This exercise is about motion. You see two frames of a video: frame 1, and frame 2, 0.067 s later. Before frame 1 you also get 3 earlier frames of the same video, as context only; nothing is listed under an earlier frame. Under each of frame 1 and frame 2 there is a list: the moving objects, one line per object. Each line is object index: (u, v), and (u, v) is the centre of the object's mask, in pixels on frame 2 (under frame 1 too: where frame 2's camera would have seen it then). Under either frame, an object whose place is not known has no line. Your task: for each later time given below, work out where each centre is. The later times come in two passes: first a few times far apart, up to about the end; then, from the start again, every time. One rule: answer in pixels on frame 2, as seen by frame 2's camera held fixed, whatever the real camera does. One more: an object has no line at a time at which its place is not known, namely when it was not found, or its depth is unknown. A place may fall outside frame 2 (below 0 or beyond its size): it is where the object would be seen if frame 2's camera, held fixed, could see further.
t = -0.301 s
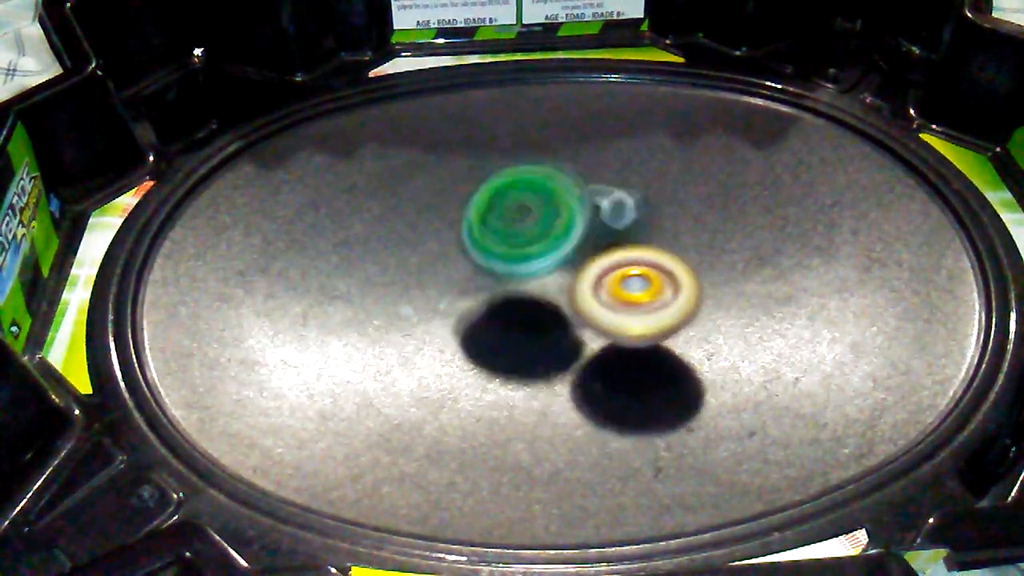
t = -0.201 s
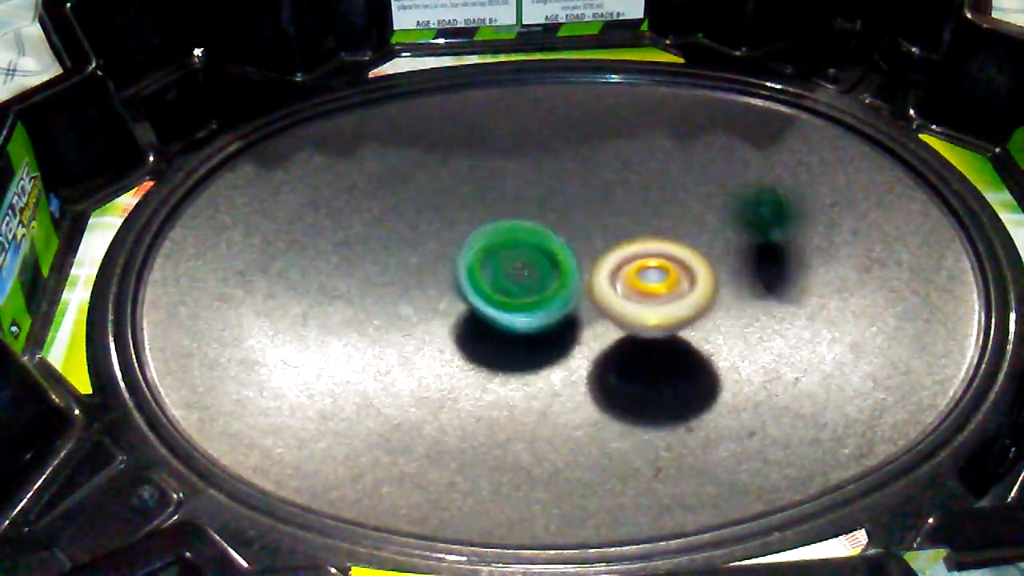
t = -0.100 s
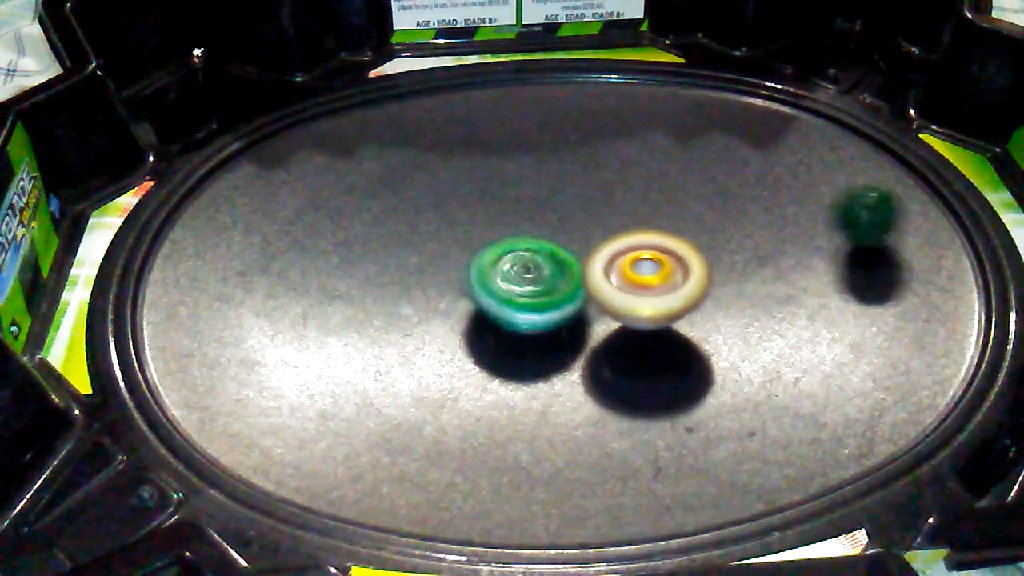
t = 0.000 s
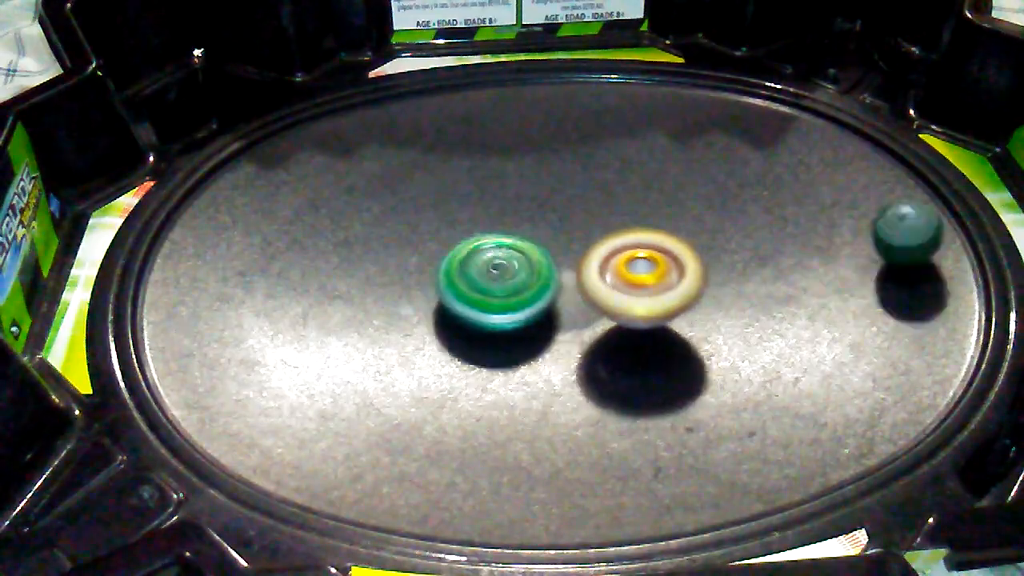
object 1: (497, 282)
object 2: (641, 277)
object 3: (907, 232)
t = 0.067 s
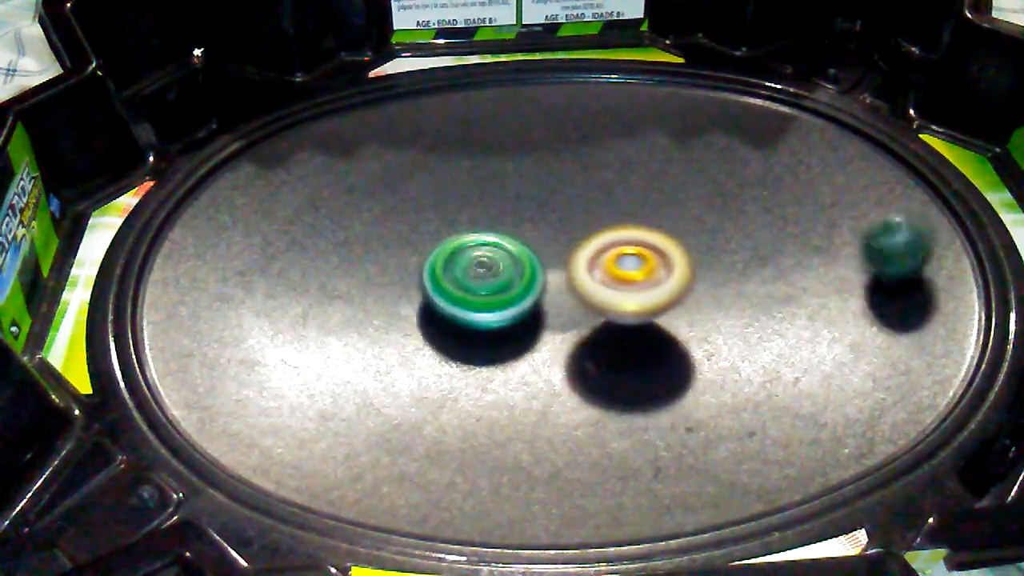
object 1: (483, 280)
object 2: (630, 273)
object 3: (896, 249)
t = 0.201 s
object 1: (473, 282)
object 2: (603, 269)
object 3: (808, 278)
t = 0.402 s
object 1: (428, 253)
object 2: (584, 315)
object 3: (733, 340)
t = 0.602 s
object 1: (420, 252)
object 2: (586, 315)
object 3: (806, 350)
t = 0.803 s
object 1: (476, 278)
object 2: (582, 299)
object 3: (688, 305)
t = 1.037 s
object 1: (485, 238)
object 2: (489, 312)
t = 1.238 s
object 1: (486, 246)
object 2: (437, 330)
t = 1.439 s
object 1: (487, 247)
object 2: (429, 328)
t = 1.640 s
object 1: (492, 239)
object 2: (442, 301)
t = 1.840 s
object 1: (535, 224)
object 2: (415, 309)
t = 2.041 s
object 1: (536, 225)
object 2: (446, 305)
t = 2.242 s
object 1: (542, 218)
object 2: (490, 280)
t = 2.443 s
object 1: (579, 223)
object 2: (494, 261)
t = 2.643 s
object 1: (583, 226)
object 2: (492, 252)
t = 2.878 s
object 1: (587, 226)
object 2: (500, 249)
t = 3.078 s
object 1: (586, 227)
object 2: (496, 255)
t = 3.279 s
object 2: (502, 261)
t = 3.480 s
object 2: (500, 269)
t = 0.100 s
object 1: (477, 280)
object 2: (623, 271)
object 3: (883, 253)
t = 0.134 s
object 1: (474, 281)
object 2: (616, 270)
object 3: (862, 261)
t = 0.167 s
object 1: (473, 282)
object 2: (609, 269)
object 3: (836, 272)
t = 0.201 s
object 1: (473, 282)
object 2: (603, 269)
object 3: (808, 278)
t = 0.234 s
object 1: (472, 284)
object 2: (594, 272)
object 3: (776, 287)
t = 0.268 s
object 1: (470, 286)
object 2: (585, 276)
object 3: (746, 297)
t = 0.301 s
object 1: (467, 281)
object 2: (581, 284)
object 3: (711, 308)
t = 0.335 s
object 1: (454, 266)
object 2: (587, 296)
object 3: (683, 320)
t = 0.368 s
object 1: (437, 260)
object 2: (587, 308)
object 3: (706, 328)
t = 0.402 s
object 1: (428, 253)
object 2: (584, 315)
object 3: (733, 340)
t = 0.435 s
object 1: (418, 249)
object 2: (582, 319)
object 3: (759, 347)
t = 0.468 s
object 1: (416, 245)
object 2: (582, 320)
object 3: (779, 351)
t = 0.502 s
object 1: (413, 246)
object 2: (582, 320)
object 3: (796, 356)
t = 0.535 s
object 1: (413, 244)
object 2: (583, 319)
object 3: (806, 358)
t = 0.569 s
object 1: (418, 247)
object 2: (585, 317)
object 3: (809, 353)
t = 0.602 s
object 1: (420, 252)
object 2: (586, 315)
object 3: (806, 350)
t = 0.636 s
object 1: (429, 254)
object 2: (587, 313)
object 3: (796, 343)
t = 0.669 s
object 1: (439, 260)
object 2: (587, 310)
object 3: (783, 340)
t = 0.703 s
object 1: (447, 269)
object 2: (587, 308)
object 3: (765, 331)
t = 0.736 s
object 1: (457, 272)
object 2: (586, 305)
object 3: (742, 325)
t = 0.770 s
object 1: (467, 275)
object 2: (584, 302)
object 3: (715, 317)
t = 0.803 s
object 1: (476, 278)
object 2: (582, 299)
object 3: (688, 305)
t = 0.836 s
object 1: (482, 275)
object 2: (581, 299)
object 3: (670, 302)
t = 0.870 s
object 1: (479, 260)
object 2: (564, 299)
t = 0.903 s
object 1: (478, 247)
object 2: (546, 301)
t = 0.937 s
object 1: (479, 240)
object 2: (530, 302)
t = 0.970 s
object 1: (480, 237)
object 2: (516, 304)
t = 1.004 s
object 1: (483, 237)
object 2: (503, 308)
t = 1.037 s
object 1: (485, 238)
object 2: (489, 312)
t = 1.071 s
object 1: (486, 240)
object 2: (478, 316)
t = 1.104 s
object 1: (487, 241)
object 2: (467, 319)
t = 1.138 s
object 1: (487, 243)
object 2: (458, 322)
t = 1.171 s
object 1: (487, 244)
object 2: (450, 325)
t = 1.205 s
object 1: (487, 246)
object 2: (443, 328)
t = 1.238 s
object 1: (486, 246)
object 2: (437, 330)
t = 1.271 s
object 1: (486, 246)
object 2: (433, 331)
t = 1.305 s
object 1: (486, 247)
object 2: (429, 332)
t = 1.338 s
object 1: (486, 247)
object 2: (427, 332)
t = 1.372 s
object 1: (486, 247)
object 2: (427, 331)
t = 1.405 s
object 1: (486, 246)
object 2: (428, 330)
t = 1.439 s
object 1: (487, 247)
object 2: (429, 328)
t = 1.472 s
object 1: (487, 246)
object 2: (431, 325)
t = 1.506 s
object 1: (488, 245)
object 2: (433, 322)
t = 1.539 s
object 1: (488, 244)
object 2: (436, 318)
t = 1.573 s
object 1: (489, 243)
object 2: (437, 313)
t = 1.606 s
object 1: (491, 241)
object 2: (440, 307)
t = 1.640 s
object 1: (492, 239)
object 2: (442, 301)
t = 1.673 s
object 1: (496, 237)
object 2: (443, 294)
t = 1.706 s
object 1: (505, 231)
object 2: (432, 297)
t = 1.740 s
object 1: (516, 228)
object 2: (421, 302)
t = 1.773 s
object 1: (526, 223)
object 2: (416, 304)
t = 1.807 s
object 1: (532, 223)
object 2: (414, 307)
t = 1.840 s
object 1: (535, 224)
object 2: (415, 309)
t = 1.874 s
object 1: (536, 225)
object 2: (416, 310)
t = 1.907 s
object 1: (536, 225)
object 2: (420, 311)
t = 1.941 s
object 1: (536, 225)
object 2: (425, 311)
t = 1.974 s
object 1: (536, 225)
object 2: (432, 311)
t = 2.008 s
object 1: (536, 225)
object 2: (439, 308)
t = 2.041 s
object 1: (536, 225)
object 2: (446, 305)
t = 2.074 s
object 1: (536, 225)
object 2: (452, 302)
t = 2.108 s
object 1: (536, 225)
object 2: (461, 299)
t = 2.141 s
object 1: (537, 224)
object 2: (468, 295)
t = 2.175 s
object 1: (539, 222)
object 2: (474, 291)
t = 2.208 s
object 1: (540, 220)
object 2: (483, 285)
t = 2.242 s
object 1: (542, 218)
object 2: (490, 280)
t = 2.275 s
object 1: (543, 215)
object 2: (498, 275)
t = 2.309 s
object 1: (547, 213)
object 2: (503, 269)
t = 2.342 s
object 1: (556, 212)
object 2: (496, 268)
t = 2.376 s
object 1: (566, 216)
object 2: (493, 265)
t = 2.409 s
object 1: (574, 220)
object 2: (494, 263)
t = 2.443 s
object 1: (579, 223)
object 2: (494, 261)
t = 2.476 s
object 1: (582, 225)
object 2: (493, 259)
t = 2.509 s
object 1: (583, 226)
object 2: (493, 258)
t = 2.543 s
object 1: (583, 227)
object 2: (493, 256)
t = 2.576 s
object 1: (583, 226)
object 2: (492, 255)
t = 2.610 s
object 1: (583, 226)
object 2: (492, 253)
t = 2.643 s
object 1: (583, 226)
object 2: (492, 252)
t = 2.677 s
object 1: (584, 226)
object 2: (492, 251)
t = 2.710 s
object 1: (584, 226)
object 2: (493, 250)
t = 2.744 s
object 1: (584, 226)
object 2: (494, 249)
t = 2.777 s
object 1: (584, 226)
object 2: (494, 250)
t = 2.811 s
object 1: (585, 226)
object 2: (496, 250)
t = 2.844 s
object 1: (586, 225)
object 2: (499, 249)
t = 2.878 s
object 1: (587, 226)
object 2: (500, 249)
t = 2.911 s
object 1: (589, 226)
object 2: (500, 248)
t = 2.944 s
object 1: (589, 227)
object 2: (499, 249)
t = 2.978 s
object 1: (588, 227)
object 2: (498, 250)
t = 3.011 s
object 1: (587, 227)
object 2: (498, 252)
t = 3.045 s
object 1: (587, 227)
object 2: (496, 253)
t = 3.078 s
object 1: (586, 227)
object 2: (496, 255)
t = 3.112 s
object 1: (586, 227)
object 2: (495, 257)
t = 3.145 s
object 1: (586, 227)
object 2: (497, 258)
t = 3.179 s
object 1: (586, 226)
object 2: (498, 260)
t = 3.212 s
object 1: (587, 226)
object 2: (500, 261)
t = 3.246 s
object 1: (587, 226)
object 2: (502, 261)
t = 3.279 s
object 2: (502, 261)
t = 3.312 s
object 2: (503, 262)
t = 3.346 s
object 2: (503, 263)
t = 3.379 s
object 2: (503, 263)
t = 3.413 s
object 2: (503, 265)
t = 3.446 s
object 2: (502, 267)
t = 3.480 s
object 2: (500, 269)
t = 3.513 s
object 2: (500, 272)
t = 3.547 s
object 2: (502, 276)
